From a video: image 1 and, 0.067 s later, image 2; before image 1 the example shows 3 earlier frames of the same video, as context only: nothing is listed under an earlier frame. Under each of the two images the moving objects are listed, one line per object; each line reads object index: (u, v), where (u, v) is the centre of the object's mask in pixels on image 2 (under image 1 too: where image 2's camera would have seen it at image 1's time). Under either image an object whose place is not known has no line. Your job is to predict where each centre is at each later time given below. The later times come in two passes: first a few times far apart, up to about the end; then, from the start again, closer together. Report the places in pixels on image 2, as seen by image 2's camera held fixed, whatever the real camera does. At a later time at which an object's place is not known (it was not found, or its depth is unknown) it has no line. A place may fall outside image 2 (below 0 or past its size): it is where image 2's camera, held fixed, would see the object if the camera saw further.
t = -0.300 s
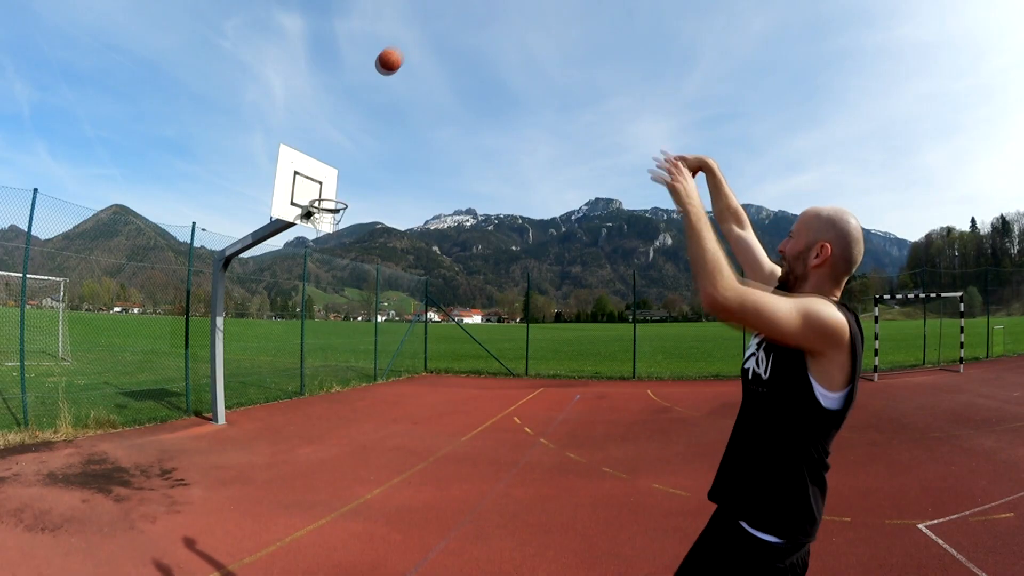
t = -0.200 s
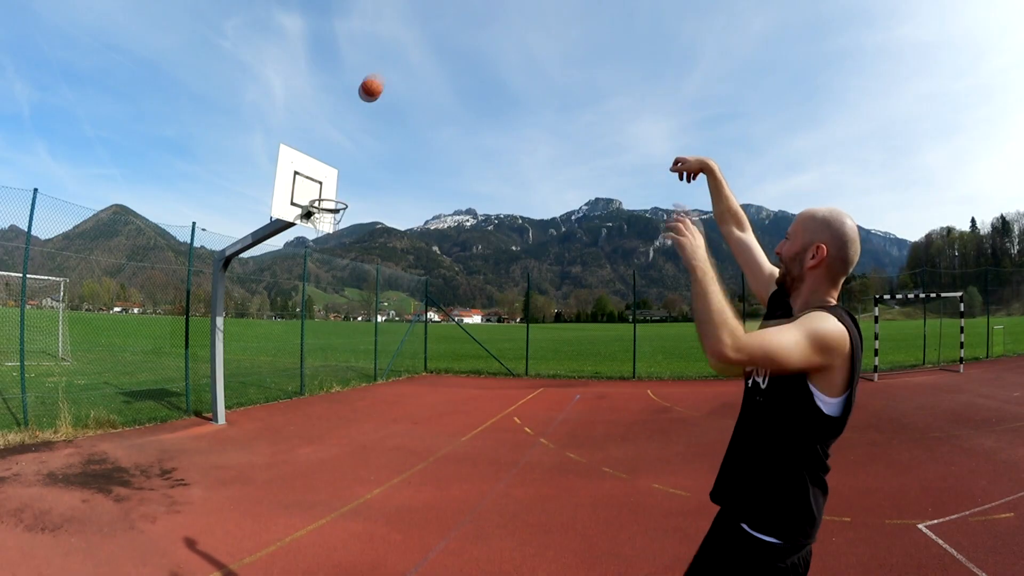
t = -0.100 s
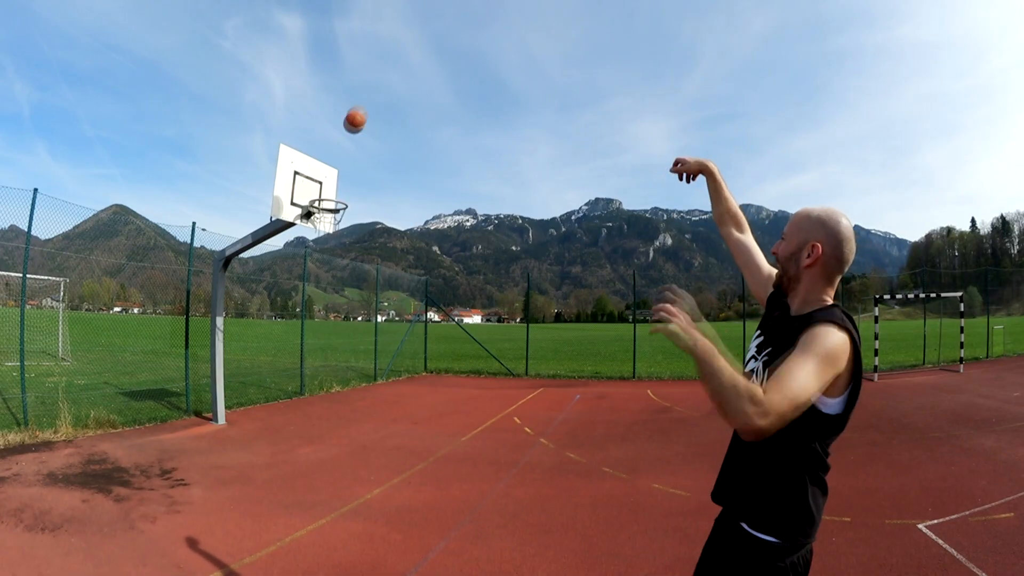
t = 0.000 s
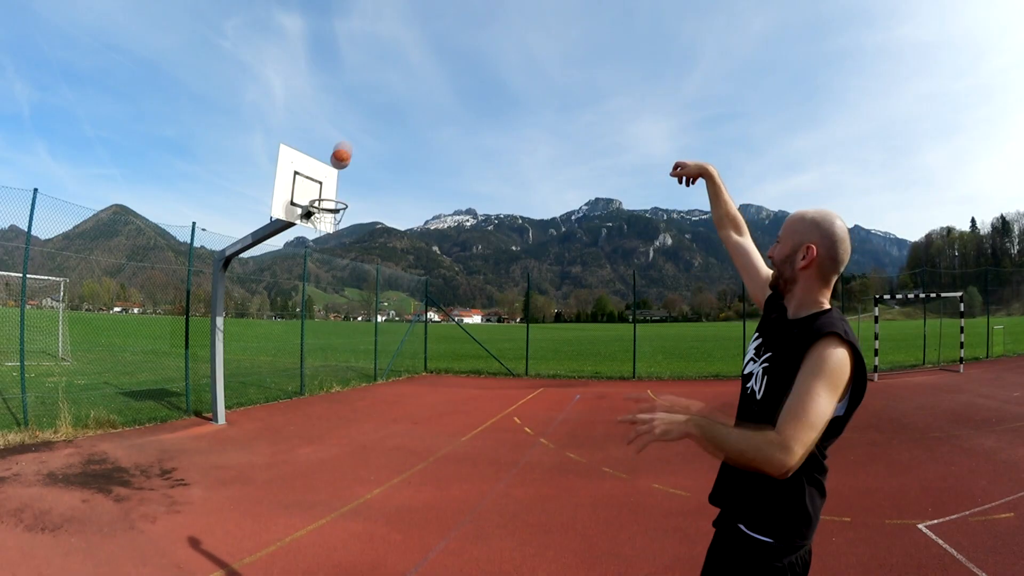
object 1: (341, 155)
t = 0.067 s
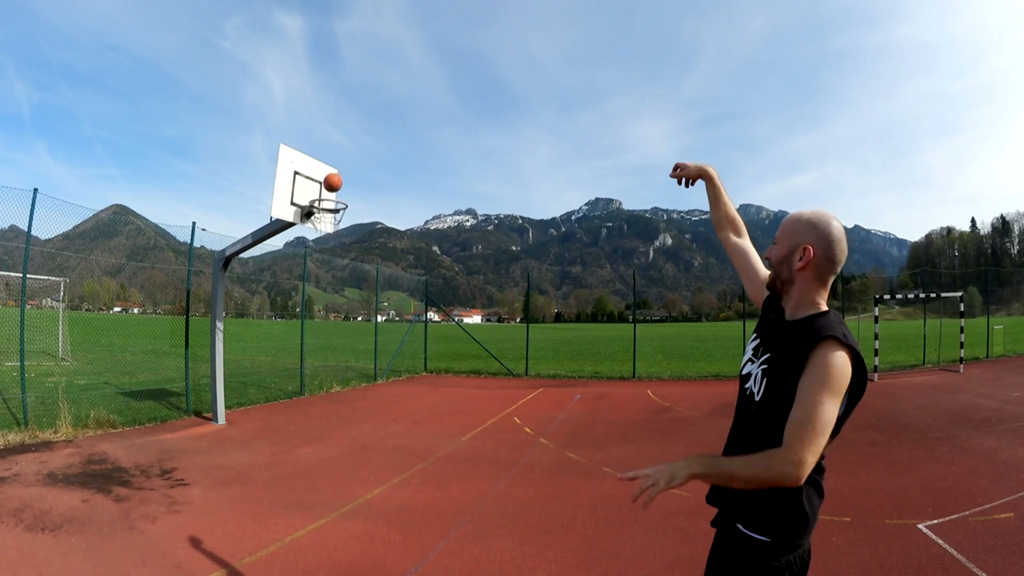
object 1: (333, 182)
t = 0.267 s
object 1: (331, 234)
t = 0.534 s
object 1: (344, 323)
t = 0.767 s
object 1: (362, 449)
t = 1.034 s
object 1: (382, 346)
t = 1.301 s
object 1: (409, 294)
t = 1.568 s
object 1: (440, 313)
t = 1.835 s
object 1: (475, 422)
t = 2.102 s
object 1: (521, 450)
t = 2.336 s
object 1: (562, 385)
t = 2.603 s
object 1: (620, 395)
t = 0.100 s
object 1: (329, 195)
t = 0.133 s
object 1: (325, 208)
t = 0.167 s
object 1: (325, 217)
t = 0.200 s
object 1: (328, 223)
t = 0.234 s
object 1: (329, 227)
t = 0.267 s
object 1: (331, 234)
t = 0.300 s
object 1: (332, 242)
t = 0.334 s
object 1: (334, 249)
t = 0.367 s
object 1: (336, 260)
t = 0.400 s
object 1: (338, 273)
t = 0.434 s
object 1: (339, 282)
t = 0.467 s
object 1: (341, 296)
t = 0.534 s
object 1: (344, 323)
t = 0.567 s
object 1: (347, 342)
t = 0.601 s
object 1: (350, 364)
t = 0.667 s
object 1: (353, 398)
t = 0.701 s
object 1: (357, 422)
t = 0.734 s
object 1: (358, 435)
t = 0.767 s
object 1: (362, 449)
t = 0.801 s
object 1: (364, 431)
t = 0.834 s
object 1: (366, 418)
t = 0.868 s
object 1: (368, 406)
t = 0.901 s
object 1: (371, 390)
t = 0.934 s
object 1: (373, 381)
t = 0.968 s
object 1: (376, 368)
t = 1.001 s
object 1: (379, 355)
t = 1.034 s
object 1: (382, 346)
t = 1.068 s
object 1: (385, 336)
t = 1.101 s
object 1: (388, 327)
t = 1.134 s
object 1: (390, 321)
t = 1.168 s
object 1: (394, 313)
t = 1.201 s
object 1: (398, 306)
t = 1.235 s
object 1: (402, 301)
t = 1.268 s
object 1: (404, 297)
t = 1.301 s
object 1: (409, 294)
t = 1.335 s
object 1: (412, 292)
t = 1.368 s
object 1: (416, 291)
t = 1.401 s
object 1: (420, 292)
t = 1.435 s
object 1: (424, 293)
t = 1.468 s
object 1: (427, 295)
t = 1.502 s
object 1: (432, 300)
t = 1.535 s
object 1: (436, 305)
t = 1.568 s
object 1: (440, 313)
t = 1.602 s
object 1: (445, 323)
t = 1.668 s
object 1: (453, 343)
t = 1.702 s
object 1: (458, 359)
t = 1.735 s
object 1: (461, 370)
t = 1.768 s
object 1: (467, 388)
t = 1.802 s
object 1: (472, 410)
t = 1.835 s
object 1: (475, 422)
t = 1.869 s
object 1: (482, 448)
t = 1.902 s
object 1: (488, 475)
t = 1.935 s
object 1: (491, 489)
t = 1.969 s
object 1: (498, 514)
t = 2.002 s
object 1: (504, 495)
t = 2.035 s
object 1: (507, 484)
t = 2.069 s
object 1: (514, 467)
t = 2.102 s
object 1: (521, 450)
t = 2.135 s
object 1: (525, 442)
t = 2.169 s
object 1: (532, 428)
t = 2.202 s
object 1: (539, 415)
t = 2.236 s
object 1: (543, 407)
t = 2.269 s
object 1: (550, 397)
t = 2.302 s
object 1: (558, 389)
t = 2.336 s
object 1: (562, 385)
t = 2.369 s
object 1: (570, 379)
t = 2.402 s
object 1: (577, 376)
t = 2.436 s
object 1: (584, 375)
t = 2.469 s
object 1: (590, 375)
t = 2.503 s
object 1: (598, 377)
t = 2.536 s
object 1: (605, 381)
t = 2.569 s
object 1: (611, 386)
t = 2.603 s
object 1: (620, 395)
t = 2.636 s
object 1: (626, 404)
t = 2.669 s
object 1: (633, 414)
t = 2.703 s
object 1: (641, 430)
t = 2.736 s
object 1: (647, 444)
